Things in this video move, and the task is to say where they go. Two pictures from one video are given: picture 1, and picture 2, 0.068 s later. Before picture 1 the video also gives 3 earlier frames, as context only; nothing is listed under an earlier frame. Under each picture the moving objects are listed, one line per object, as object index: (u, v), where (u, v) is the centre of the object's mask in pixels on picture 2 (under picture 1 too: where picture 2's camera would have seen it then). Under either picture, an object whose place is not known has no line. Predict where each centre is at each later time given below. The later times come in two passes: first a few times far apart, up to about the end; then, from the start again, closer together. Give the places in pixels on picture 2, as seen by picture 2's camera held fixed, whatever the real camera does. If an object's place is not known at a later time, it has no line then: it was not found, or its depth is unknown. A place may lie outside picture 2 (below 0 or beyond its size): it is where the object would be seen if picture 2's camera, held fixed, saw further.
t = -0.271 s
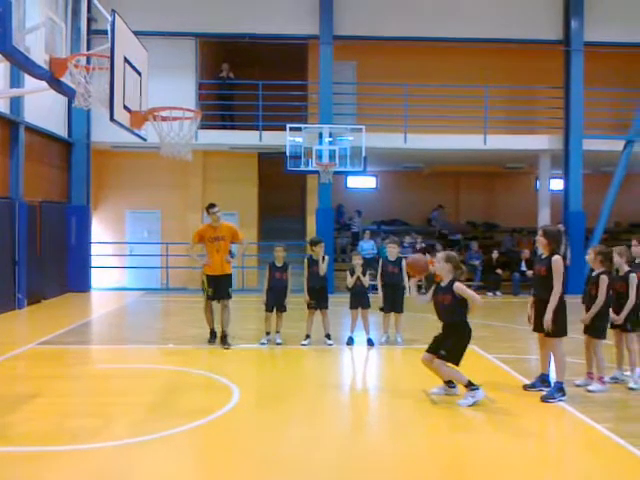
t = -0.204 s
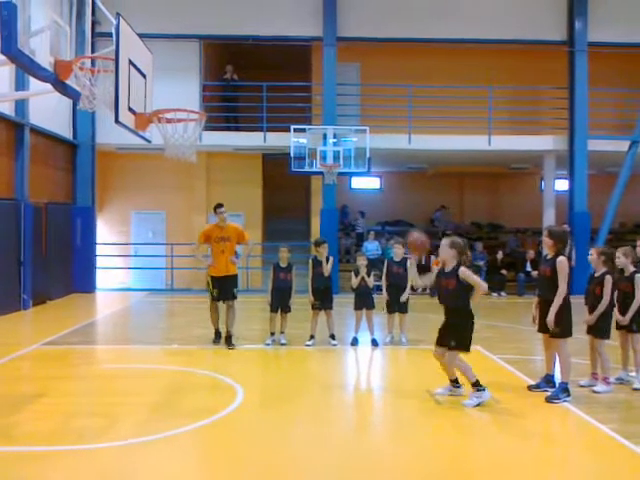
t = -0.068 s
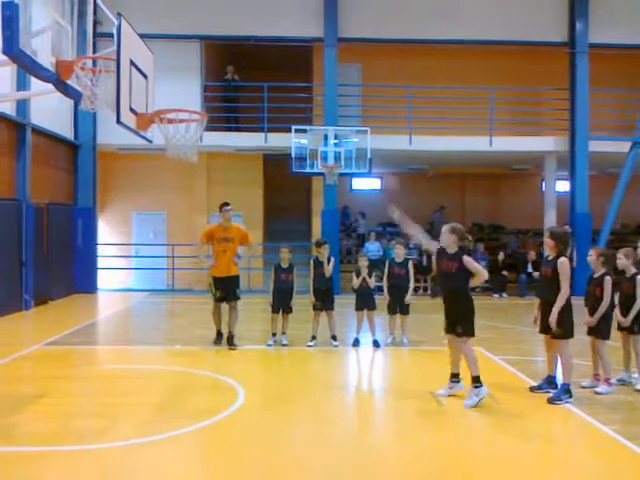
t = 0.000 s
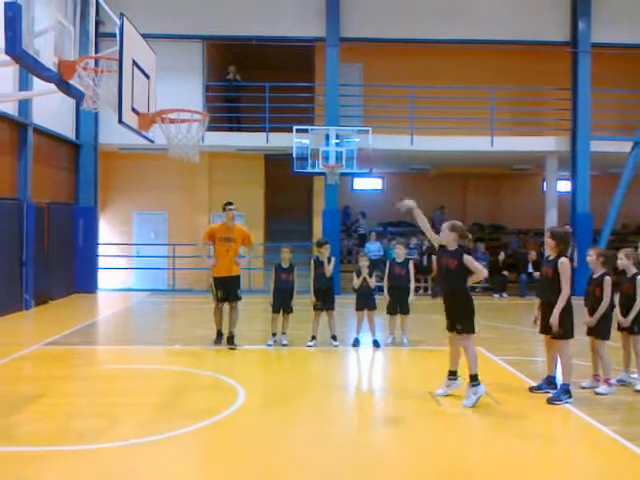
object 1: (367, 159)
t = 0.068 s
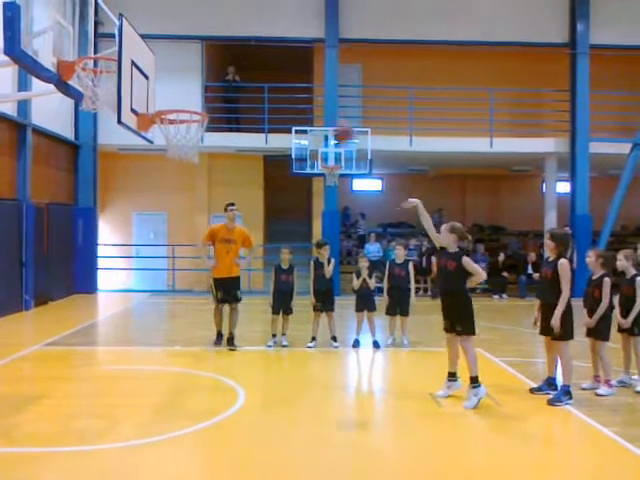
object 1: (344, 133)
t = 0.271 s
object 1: (272, 78)
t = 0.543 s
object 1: (177, 72)
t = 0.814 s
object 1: (196, 130)
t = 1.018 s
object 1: (184, 223)
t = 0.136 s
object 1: (321, 108)
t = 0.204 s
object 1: (296, 91)
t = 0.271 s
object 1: (272, 78)
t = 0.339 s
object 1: (249, 70)
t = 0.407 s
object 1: (225, 65)
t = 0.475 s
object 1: (203, 66)
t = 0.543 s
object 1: (177, 72)
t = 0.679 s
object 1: (168, 94)
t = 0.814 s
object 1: (196, 130)
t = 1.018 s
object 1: (184, 223)
